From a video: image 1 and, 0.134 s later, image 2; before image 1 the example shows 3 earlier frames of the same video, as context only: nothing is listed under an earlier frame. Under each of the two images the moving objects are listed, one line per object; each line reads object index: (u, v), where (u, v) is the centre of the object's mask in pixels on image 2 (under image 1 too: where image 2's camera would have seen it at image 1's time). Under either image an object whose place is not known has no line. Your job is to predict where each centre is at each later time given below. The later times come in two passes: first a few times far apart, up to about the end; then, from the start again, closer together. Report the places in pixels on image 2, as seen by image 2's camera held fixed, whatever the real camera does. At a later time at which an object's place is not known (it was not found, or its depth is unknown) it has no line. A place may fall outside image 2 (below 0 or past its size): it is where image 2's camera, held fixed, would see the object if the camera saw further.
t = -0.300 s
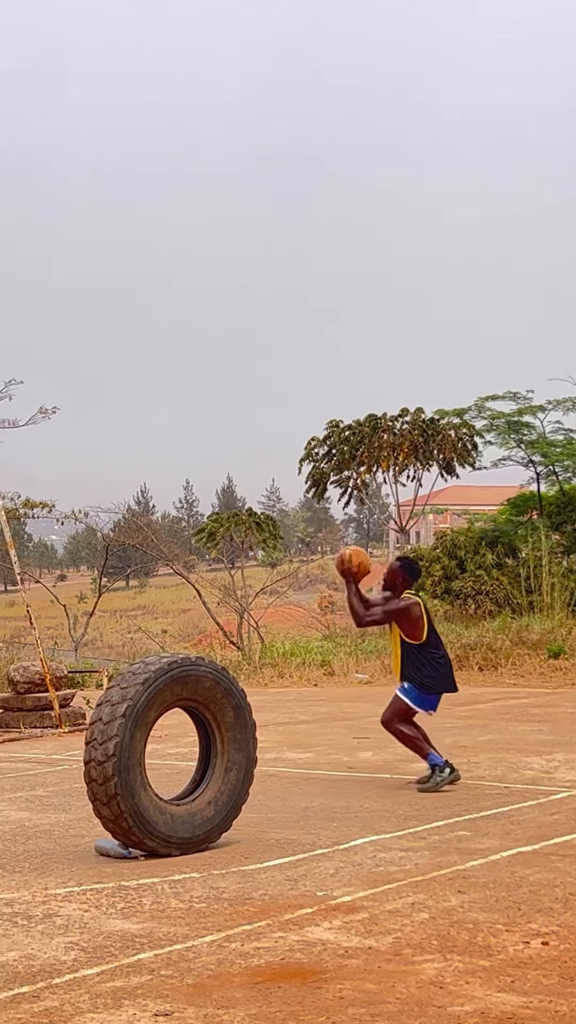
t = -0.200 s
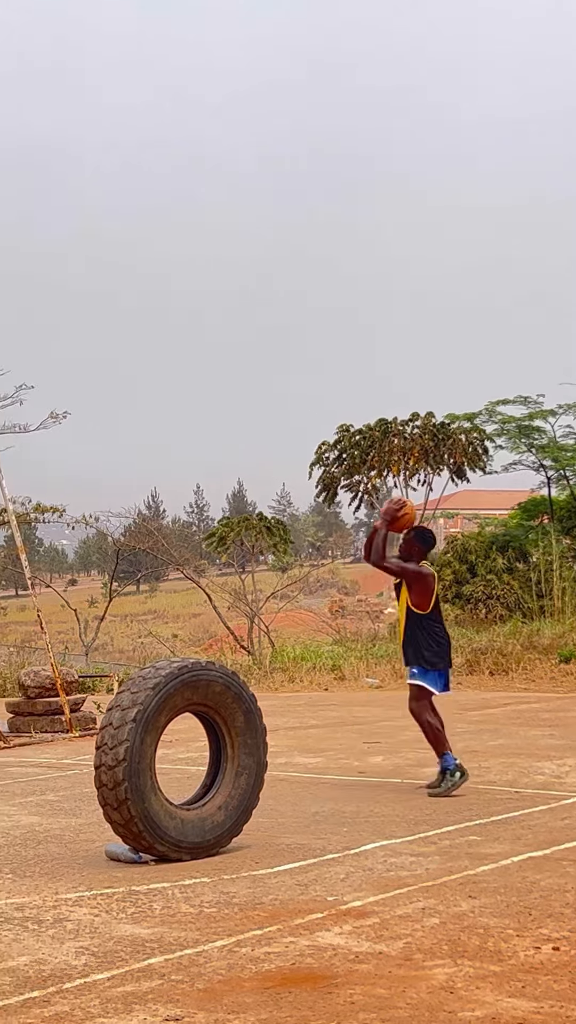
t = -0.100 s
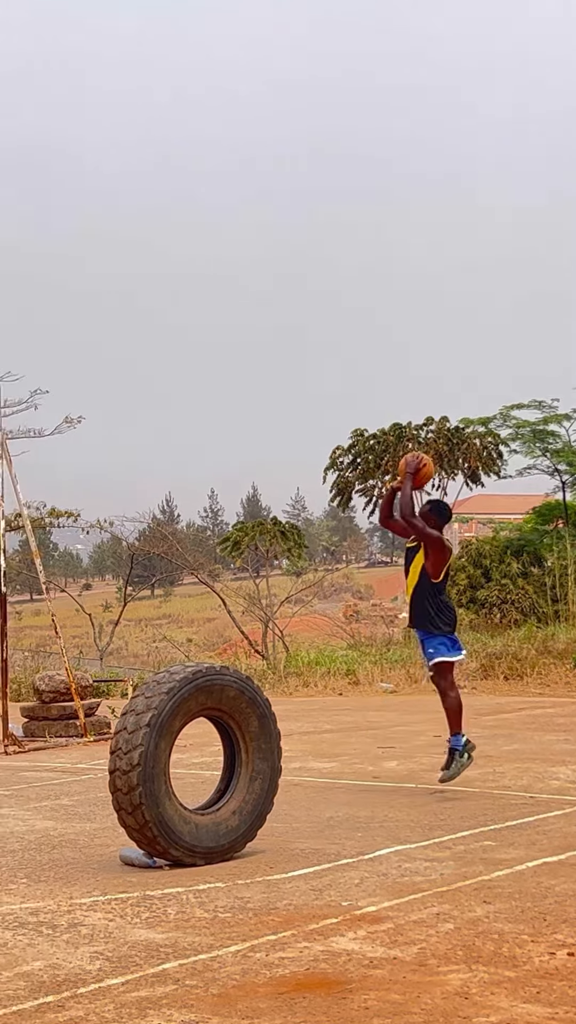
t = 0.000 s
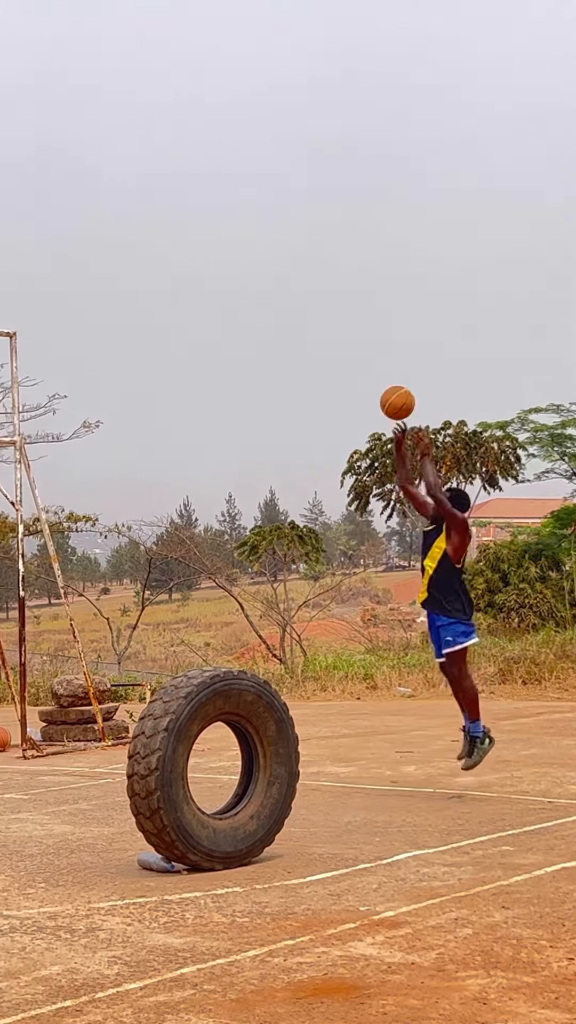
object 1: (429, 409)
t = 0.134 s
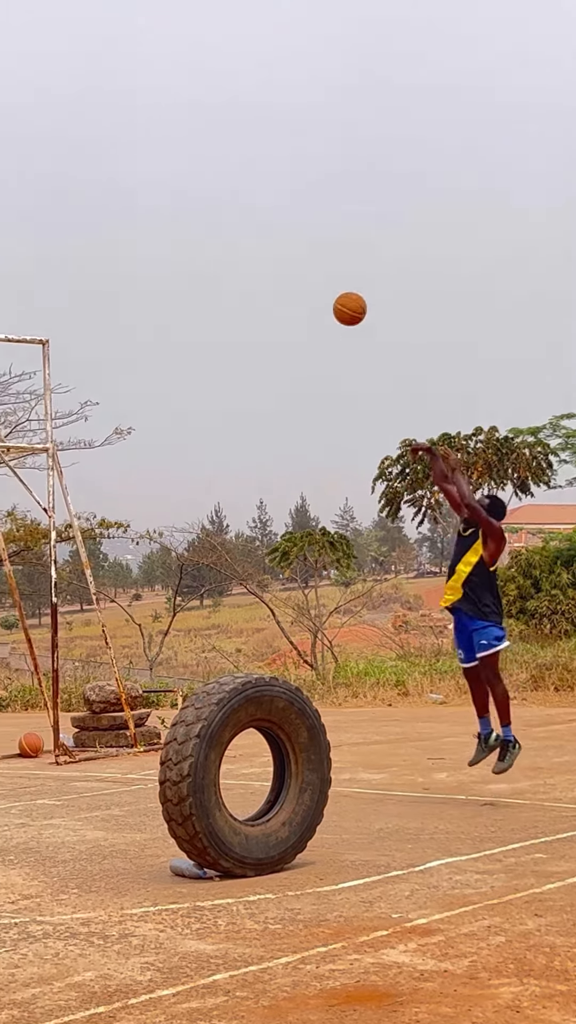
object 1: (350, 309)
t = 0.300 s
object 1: (258, 224)
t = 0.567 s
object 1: (125, 168)
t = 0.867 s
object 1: (-13, 212)
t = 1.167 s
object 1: (-141, 357)
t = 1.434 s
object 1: (-178, 507)
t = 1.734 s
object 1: (-184, 746)
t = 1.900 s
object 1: (-168, 688)
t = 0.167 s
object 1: (331, 288)
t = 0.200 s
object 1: (312, 269)
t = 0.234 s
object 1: (294, 253)
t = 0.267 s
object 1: (276, 237)
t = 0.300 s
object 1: (258, 224)
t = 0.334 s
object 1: (241, 211)
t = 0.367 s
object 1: (223, 201)
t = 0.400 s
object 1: (207, 192)
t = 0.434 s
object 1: (190, 184)
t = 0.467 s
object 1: (173, 177)
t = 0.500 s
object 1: (157, 173)
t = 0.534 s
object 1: (141, 169)
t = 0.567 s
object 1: (125, 168)
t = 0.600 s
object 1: (109, 167)
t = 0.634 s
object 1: (93, 168)
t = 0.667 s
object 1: (78, 171)
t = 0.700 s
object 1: (63, 174)
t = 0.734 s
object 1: (47, 179)
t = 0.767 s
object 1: (32, 186)
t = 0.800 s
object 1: (17, 193)
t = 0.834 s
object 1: (2, 202)
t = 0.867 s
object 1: (-13, 212)
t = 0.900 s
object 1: (-27, 223)
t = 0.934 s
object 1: (-42, 236)
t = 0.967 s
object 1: (-57, 250)
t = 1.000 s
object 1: (-71, 264)
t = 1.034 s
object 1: (-86, 281)
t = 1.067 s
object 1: (-100, 298)
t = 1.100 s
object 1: (-114, 316)
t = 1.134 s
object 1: (-127, 336)
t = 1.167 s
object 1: (-141, 357)
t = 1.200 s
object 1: (-155, 379)
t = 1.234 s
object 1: (-169, 402)
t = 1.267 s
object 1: (-179, 424)
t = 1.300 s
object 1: (-179, 439)
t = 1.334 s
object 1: (-179, 454)
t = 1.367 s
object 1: (-179, 470)
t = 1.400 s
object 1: (-177, 487)
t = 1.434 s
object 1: (-178, 507)
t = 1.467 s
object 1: (-178, 527)
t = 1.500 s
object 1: (-178, 549)
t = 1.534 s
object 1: (-179, 572)
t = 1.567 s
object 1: (-180, 597)
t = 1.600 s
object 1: (-179, 623)
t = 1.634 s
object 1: (-180, 651)
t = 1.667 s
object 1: (-181, 681)
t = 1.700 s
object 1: (-182, 712)
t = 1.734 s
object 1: (-184, 746)
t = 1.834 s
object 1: (-180, 739)
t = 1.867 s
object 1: (-176, 713)
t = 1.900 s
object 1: (-168, 688)
